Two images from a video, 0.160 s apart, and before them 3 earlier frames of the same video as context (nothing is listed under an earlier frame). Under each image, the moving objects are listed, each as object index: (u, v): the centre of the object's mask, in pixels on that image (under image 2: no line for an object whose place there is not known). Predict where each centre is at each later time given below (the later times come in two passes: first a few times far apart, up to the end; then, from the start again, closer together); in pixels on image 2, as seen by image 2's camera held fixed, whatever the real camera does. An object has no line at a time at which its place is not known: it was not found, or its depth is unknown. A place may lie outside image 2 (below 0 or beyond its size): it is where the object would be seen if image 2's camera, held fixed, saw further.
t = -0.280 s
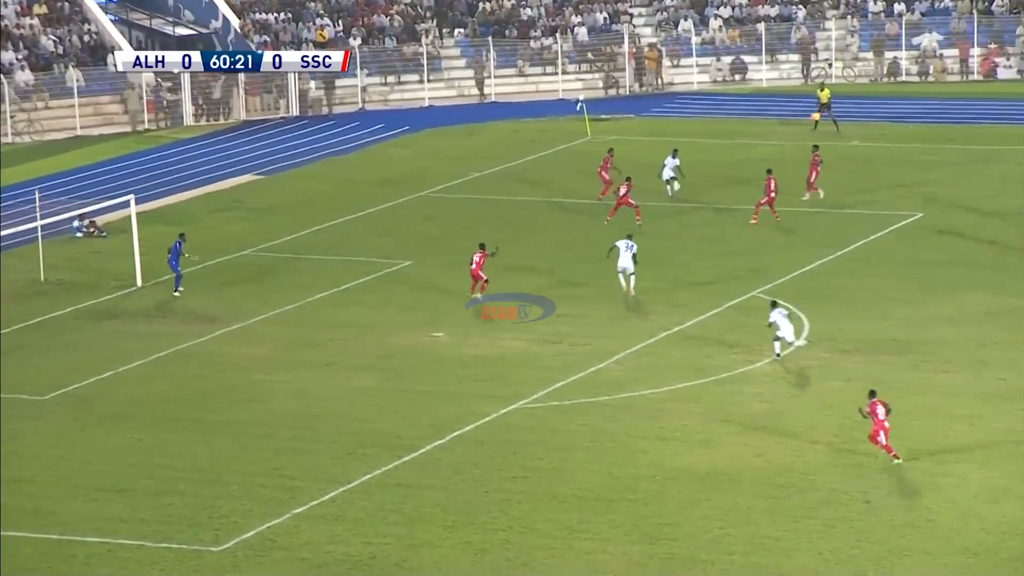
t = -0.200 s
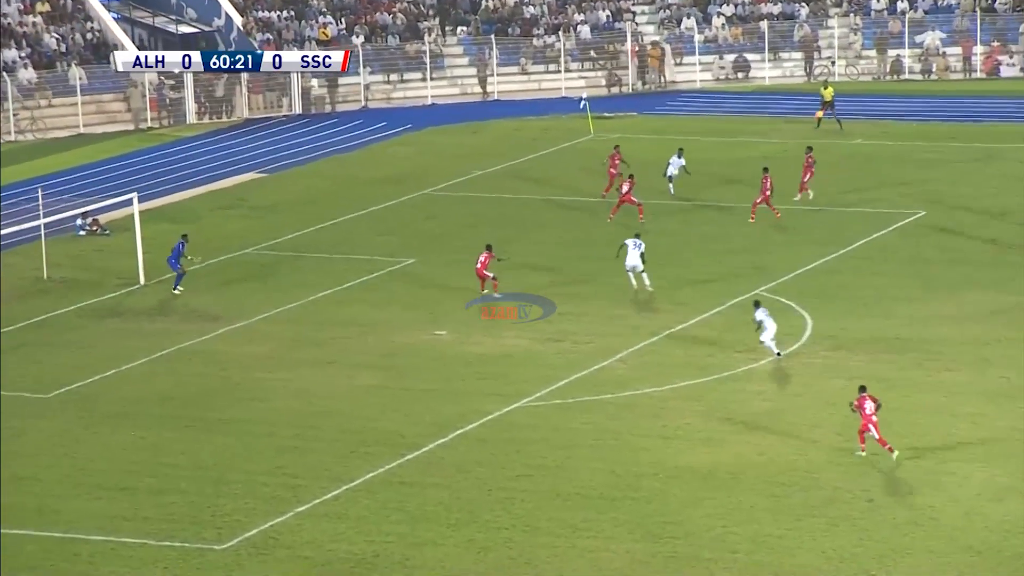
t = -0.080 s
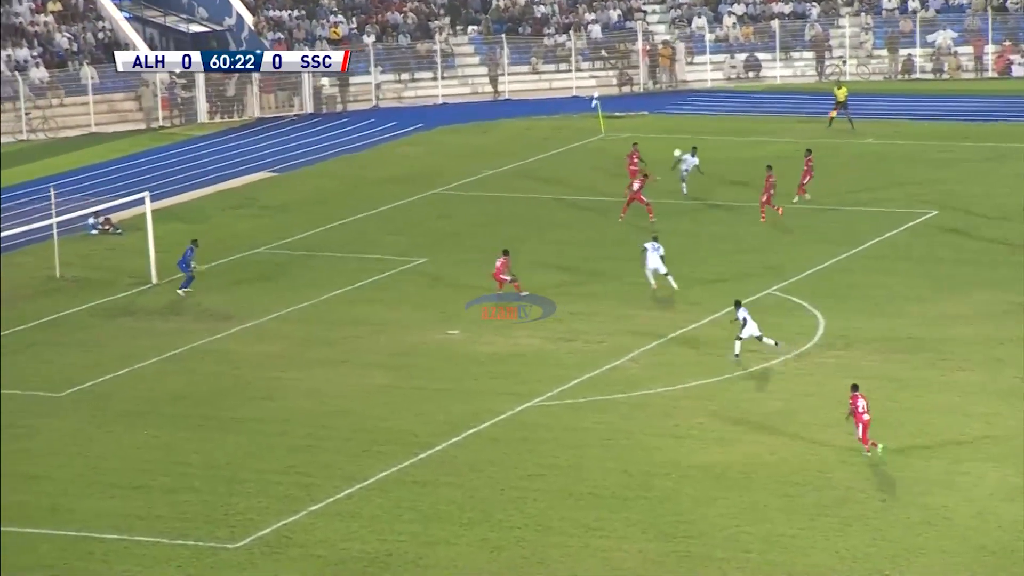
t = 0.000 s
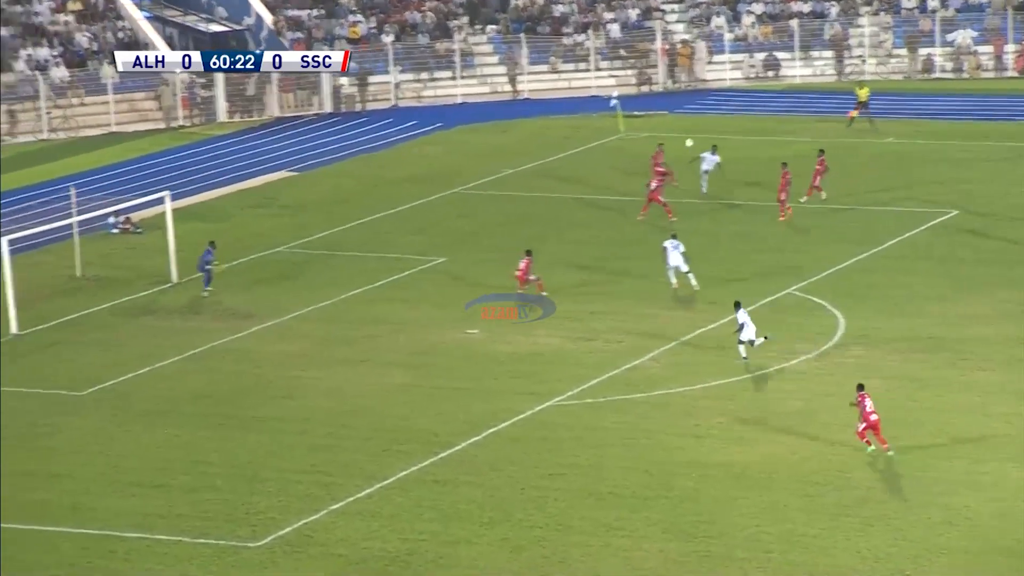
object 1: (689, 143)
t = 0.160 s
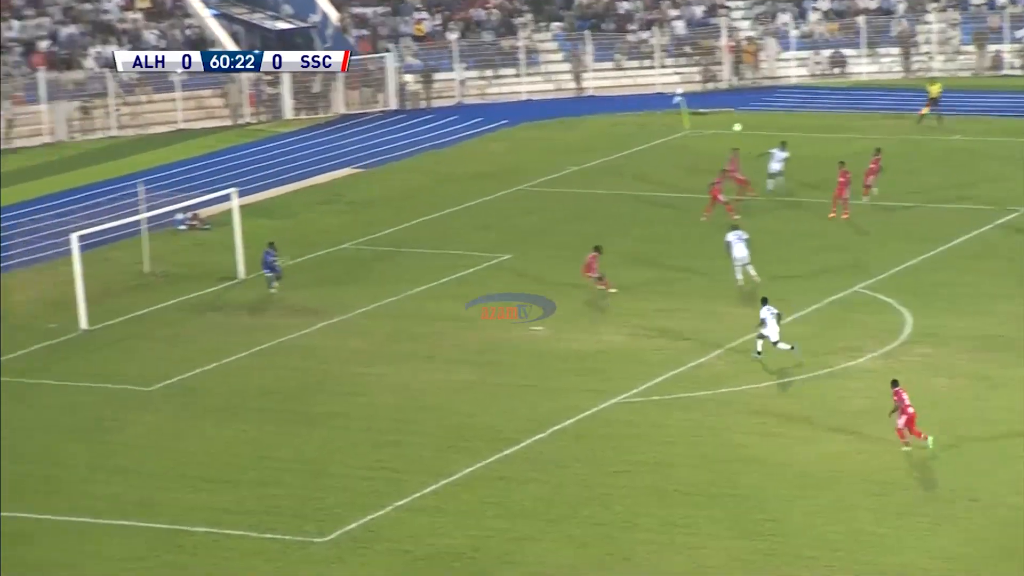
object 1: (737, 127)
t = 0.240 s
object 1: (731, 123)
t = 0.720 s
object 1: (657, 149)
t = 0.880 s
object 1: (629, 176)
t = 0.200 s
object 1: (734, 124)
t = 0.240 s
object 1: (731, 123)
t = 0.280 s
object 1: (728, 121)
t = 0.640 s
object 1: (673, 138)
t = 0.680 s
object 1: (665, 143)
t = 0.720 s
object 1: (657, 149)
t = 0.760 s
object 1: (650, 154)
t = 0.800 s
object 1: (643, 161)
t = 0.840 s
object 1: (636, 168)
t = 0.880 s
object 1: (629, 176)
